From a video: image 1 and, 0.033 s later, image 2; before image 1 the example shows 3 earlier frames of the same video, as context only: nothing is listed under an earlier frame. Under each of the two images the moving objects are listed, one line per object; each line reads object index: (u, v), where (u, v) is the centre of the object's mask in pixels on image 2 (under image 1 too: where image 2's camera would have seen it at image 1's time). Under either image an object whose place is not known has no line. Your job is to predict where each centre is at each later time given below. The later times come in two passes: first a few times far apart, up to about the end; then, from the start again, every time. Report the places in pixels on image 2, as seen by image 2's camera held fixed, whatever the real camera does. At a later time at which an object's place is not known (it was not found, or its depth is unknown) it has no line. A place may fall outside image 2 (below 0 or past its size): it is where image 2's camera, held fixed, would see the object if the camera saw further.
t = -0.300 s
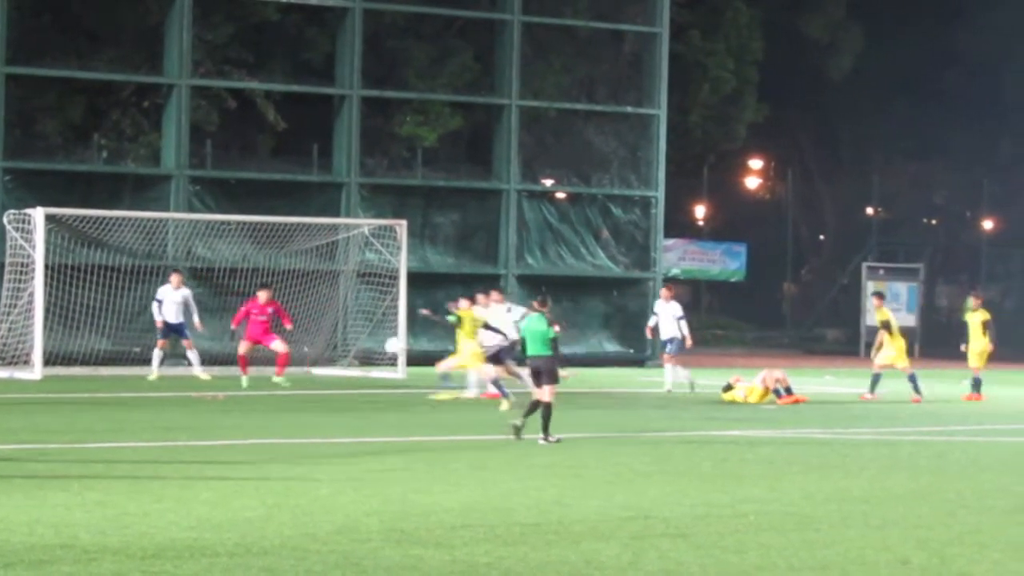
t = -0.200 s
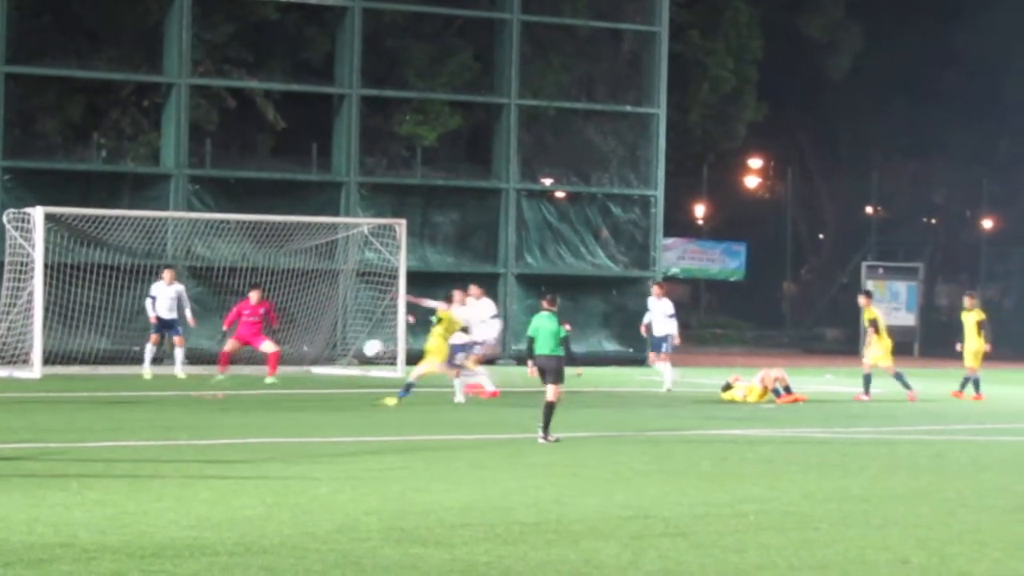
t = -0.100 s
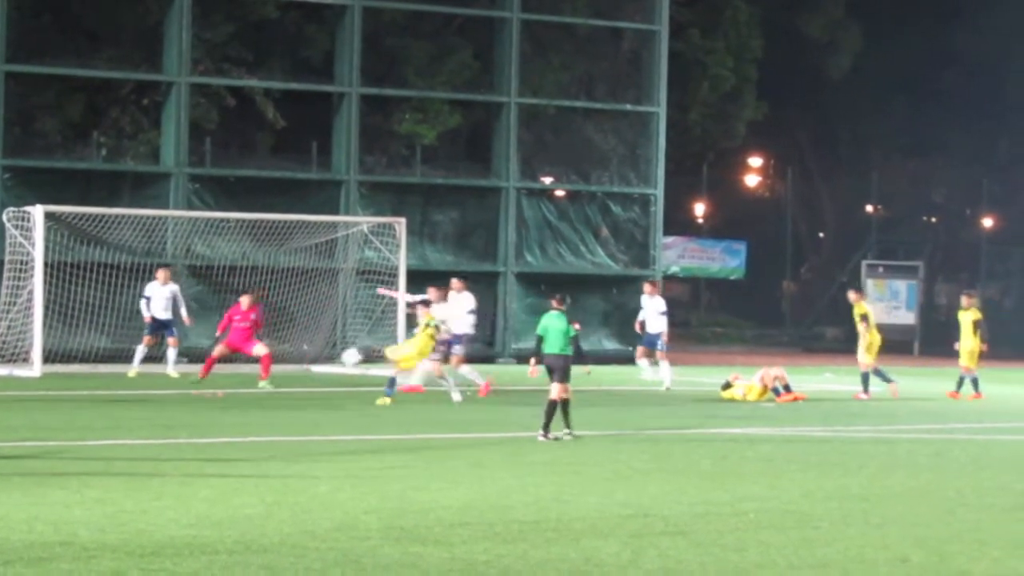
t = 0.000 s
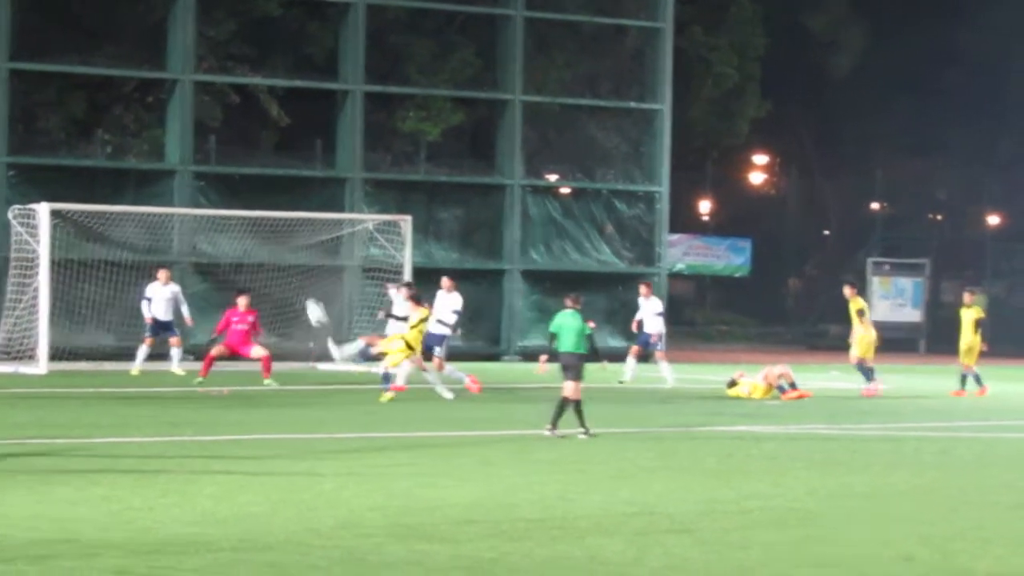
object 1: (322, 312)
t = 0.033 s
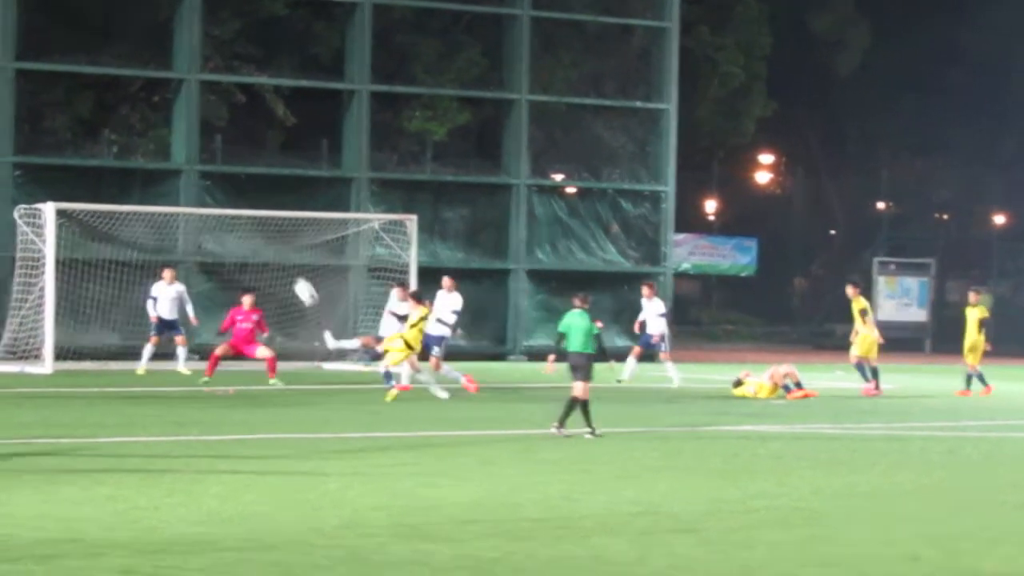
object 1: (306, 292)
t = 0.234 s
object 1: (211, 191)
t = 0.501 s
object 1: (93, 107)
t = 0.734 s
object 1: (-4, 72)
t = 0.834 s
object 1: (-39, 67)
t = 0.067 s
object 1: (289, 273)
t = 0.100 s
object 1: (274, 255)
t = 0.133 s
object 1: (257, 237)
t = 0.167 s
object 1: (242, 221)
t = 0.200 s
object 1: (226, 205)
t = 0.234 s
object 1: (211, 191)
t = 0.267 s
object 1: (196, 177)
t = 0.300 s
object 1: (181, 165)
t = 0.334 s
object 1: (166, 153)
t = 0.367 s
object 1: (151, 143)
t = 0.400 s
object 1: (137, 133)
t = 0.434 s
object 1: (122, 124)
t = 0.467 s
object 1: (108, 115)
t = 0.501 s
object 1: (93, 107)
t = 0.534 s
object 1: (79, 100)
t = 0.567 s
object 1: (65, 94)
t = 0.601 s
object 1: (51, 88)
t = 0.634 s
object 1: (37, 83)
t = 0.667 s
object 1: (24, 79)
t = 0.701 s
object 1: (10, 75)
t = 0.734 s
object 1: (-4, 72)
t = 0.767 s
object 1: (-17, 70)
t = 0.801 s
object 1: (-31, 68)
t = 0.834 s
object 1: (-39, 67)
